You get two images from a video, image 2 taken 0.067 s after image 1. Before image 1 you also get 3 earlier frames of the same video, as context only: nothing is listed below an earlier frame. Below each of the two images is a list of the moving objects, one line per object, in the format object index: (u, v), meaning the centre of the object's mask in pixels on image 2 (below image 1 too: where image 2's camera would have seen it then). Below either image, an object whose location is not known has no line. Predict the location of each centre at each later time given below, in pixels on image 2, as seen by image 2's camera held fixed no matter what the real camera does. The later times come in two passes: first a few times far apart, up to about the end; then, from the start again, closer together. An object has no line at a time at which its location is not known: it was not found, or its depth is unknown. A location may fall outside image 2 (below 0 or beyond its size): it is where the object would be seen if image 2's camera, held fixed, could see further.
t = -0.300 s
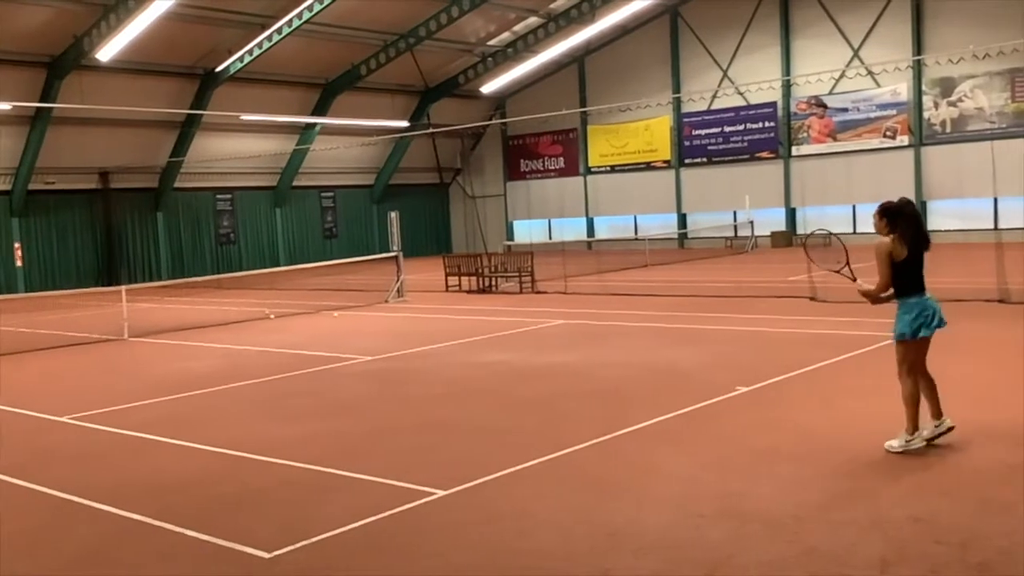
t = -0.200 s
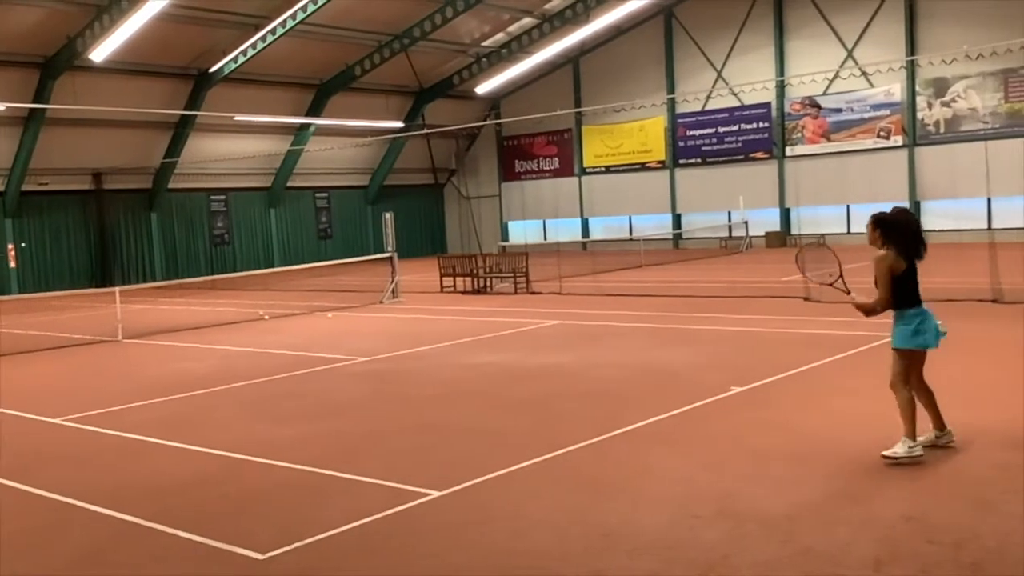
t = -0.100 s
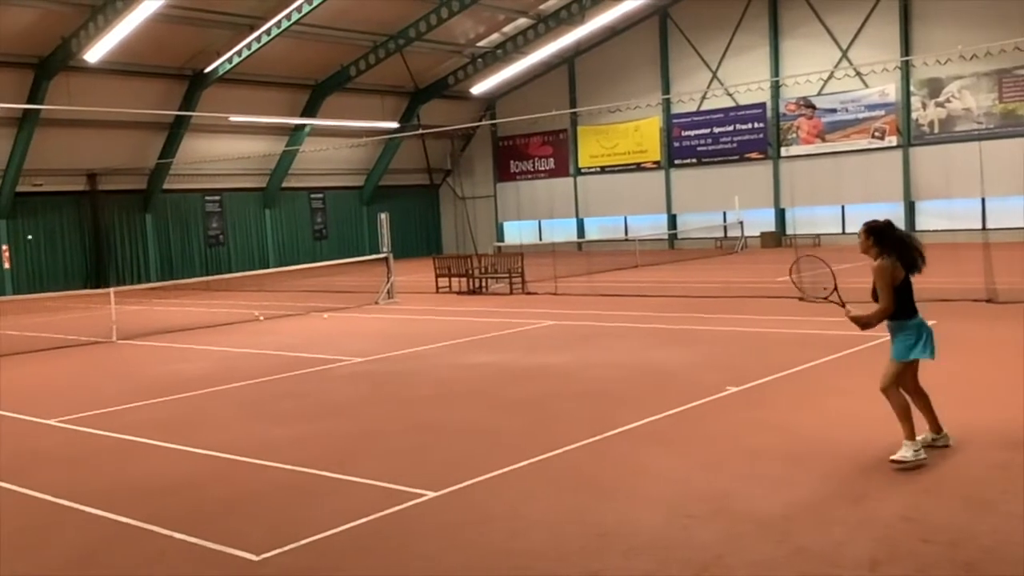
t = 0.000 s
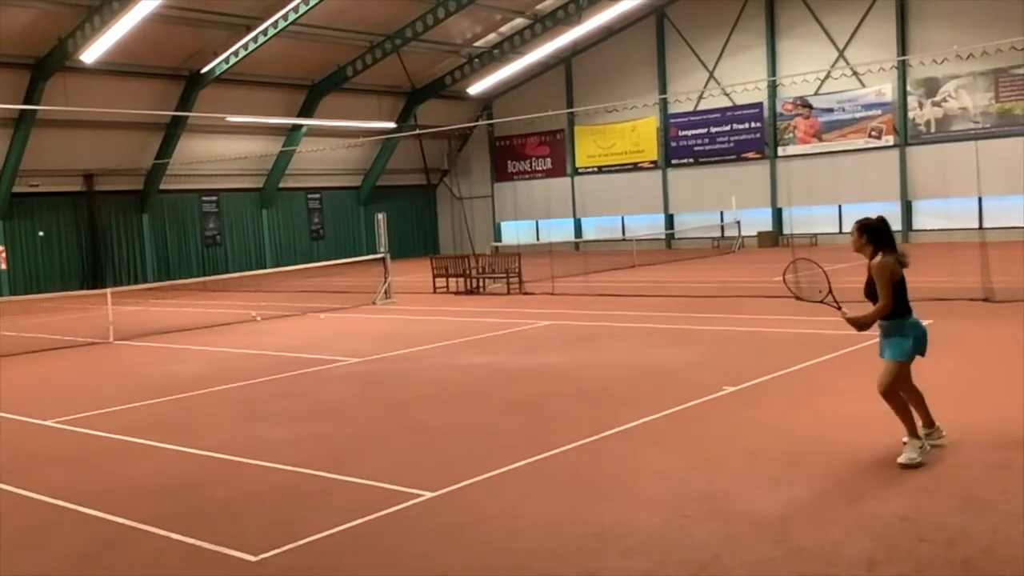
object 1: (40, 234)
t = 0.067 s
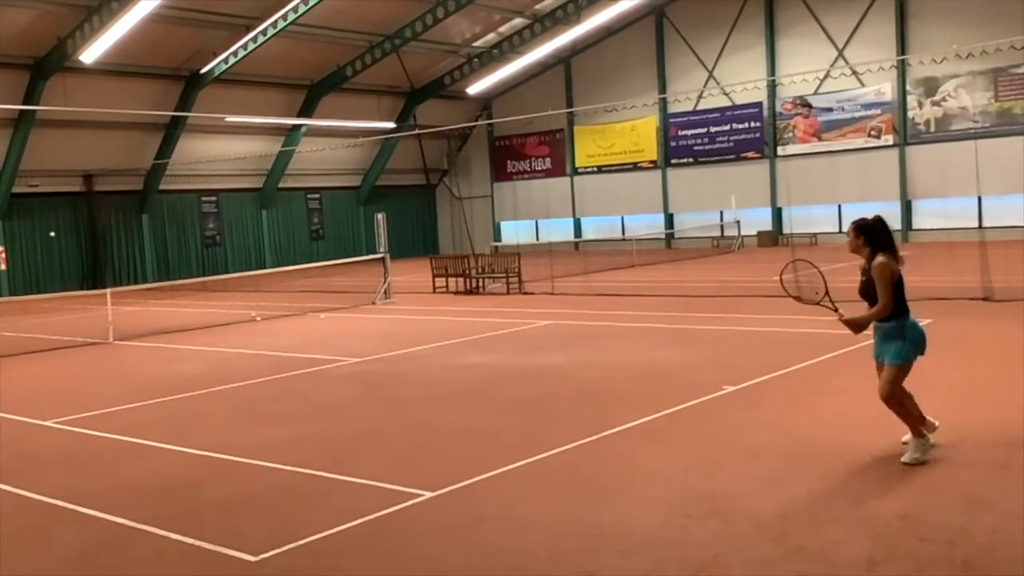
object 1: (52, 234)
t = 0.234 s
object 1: (89, 248)
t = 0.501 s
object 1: (185, 334)
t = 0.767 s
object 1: (320, 394)
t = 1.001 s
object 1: (472, 371)
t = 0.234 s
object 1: (89, 248)
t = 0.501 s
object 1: (185, 334)
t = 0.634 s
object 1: (263, 436)
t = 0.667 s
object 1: (276, 426)
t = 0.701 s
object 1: (290, 414)
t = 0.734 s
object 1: (304, 403)
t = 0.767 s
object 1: (320, 394)
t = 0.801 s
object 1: (336, 387)
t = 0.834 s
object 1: (354, 380)
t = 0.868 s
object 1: (374, 374)
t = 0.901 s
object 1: (395, 371)
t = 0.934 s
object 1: (418, 369)
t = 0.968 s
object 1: (444, 369)
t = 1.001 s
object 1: (472, 371)
